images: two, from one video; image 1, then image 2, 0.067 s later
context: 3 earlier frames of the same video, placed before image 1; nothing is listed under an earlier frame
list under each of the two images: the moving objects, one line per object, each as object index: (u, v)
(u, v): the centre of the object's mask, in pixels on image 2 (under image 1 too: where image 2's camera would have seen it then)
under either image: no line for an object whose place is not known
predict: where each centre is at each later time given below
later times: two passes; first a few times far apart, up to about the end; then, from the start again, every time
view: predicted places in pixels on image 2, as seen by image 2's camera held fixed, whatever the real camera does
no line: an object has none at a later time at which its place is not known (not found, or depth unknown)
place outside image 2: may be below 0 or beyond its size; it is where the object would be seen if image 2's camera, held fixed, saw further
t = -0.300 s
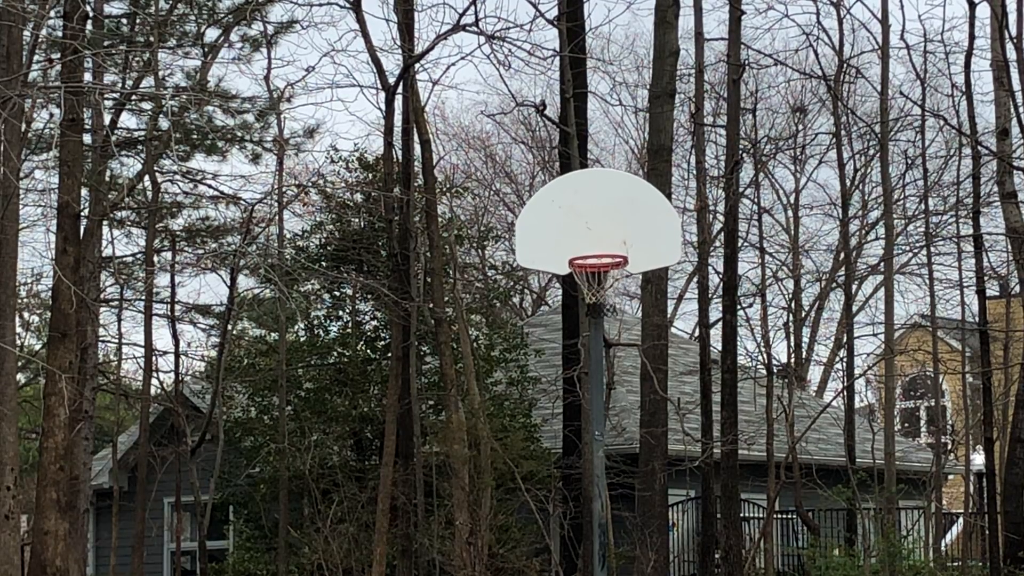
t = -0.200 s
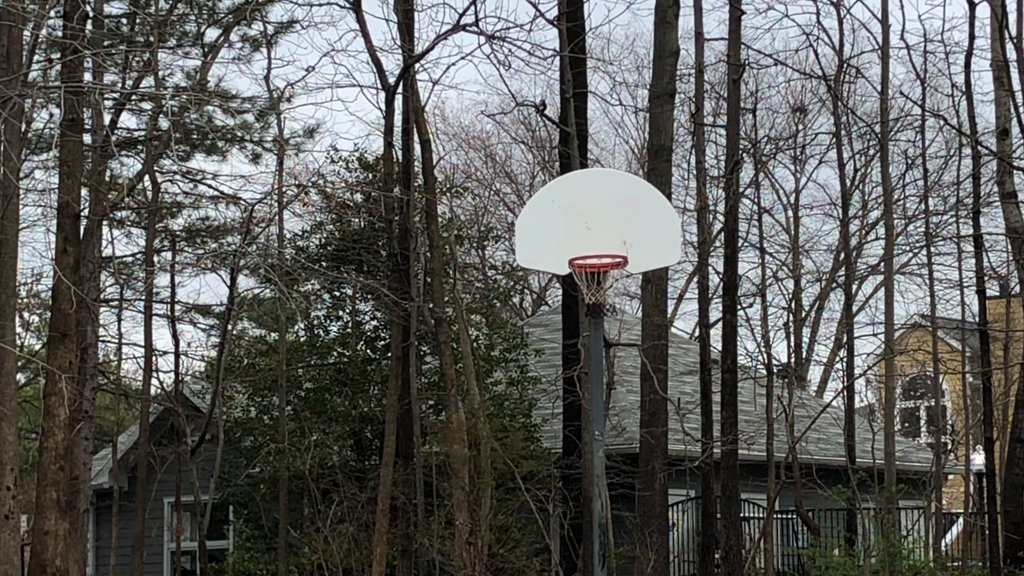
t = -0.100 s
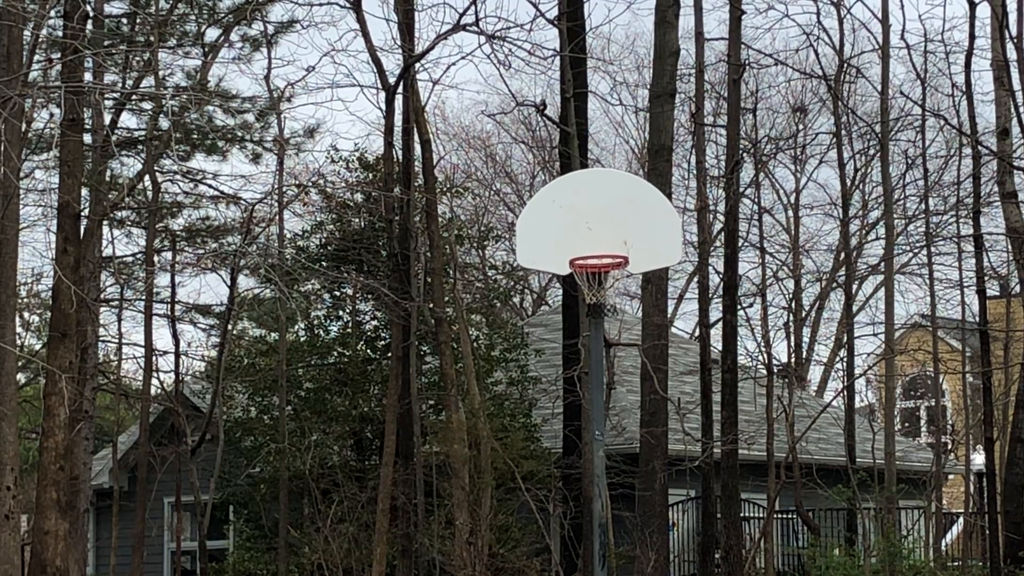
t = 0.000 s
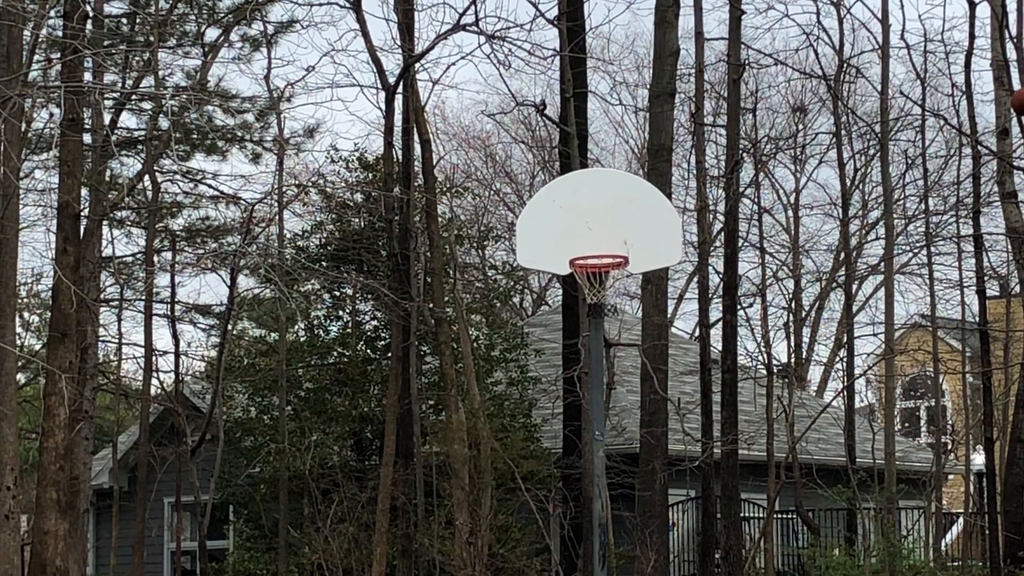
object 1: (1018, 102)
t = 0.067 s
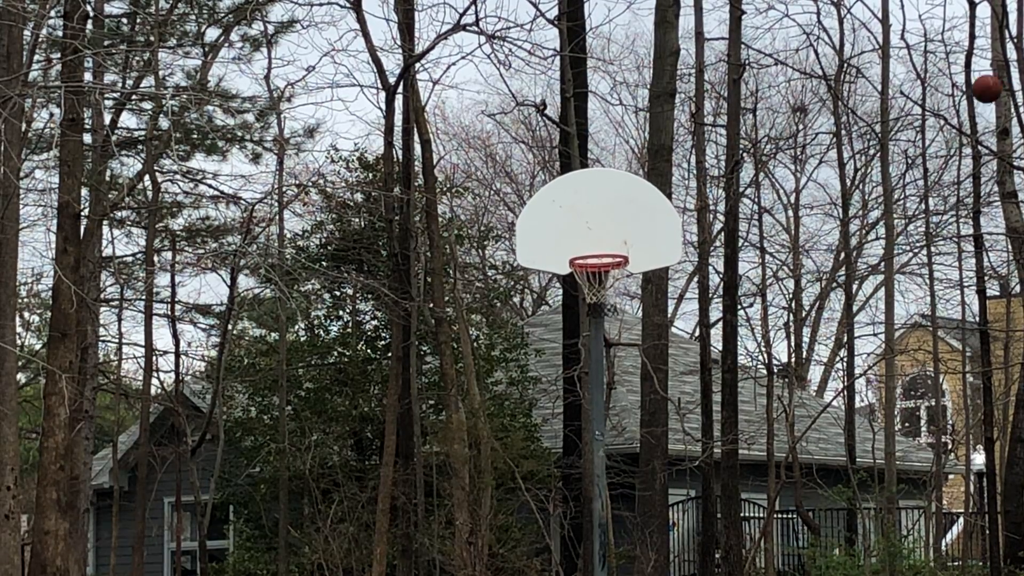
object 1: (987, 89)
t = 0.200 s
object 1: (911, 79)
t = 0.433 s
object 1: (782, 111)
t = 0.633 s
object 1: (677, 187)
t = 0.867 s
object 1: (627, 222)
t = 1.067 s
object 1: (625, 184)
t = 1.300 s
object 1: (623, 201)
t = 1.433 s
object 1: (623, 243)
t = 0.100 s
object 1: (967, 84)
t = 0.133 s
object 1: (948, 81)
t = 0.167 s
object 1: (929, 79)
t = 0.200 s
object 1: (911, 79)
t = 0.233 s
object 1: (892, 80)
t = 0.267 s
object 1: (873, 81)
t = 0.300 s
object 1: (854, 85)
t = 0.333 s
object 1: (836, 89)
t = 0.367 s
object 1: (818, 95)
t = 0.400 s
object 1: (800, 102)
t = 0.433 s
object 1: (782, 111)
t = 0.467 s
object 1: (764, 120)
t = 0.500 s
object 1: (747, 131)
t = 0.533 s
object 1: (729, 143)
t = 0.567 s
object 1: (712, 156)
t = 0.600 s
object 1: (695, 171)
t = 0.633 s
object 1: (677, 187)
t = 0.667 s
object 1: (664, 200)
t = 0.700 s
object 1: (655, 209)
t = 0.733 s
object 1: (646, 220)
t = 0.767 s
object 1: (636, 231)
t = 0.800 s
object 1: (628, 243)
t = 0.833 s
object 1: (627, 233)
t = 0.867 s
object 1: (627, 222)
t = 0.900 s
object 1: (626, 212)
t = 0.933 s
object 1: (626, 204)
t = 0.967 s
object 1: (626, 197)
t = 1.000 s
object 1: (625, 191)
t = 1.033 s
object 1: (625, 187)
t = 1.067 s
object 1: (625, 184)
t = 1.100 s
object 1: (625, 182)
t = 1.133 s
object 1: (624, 182)
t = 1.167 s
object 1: (624, 183)
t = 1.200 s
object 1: (624, 185)
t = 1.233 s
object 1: (624, 189)
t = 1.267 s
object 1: (623, 195)
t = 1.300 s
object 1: (623, 201)
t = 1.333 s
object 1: (623, 210)
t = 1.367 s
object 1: (623, 219)
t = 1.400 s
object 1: (623, 230)
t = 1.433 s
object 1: (623, 243)
